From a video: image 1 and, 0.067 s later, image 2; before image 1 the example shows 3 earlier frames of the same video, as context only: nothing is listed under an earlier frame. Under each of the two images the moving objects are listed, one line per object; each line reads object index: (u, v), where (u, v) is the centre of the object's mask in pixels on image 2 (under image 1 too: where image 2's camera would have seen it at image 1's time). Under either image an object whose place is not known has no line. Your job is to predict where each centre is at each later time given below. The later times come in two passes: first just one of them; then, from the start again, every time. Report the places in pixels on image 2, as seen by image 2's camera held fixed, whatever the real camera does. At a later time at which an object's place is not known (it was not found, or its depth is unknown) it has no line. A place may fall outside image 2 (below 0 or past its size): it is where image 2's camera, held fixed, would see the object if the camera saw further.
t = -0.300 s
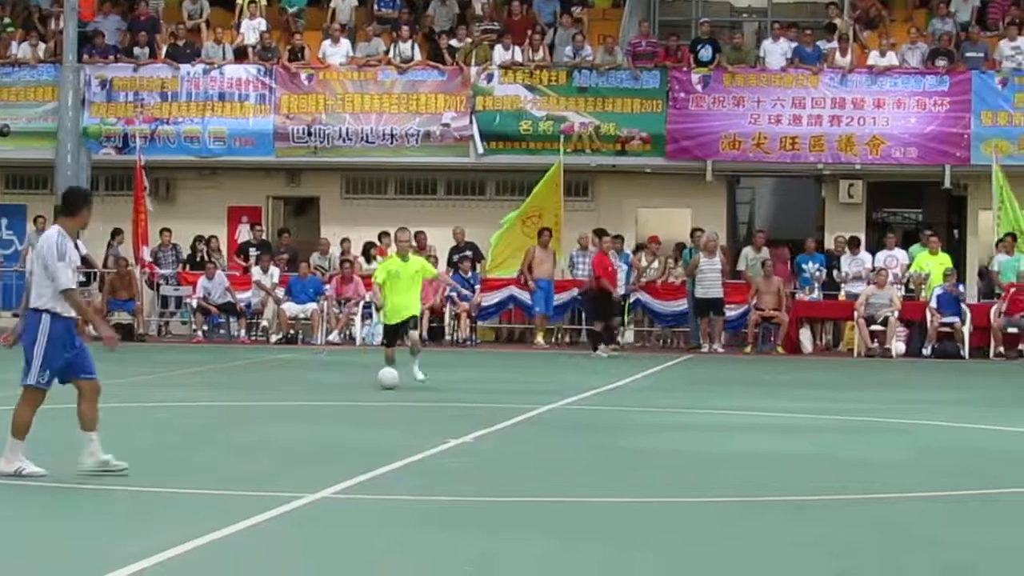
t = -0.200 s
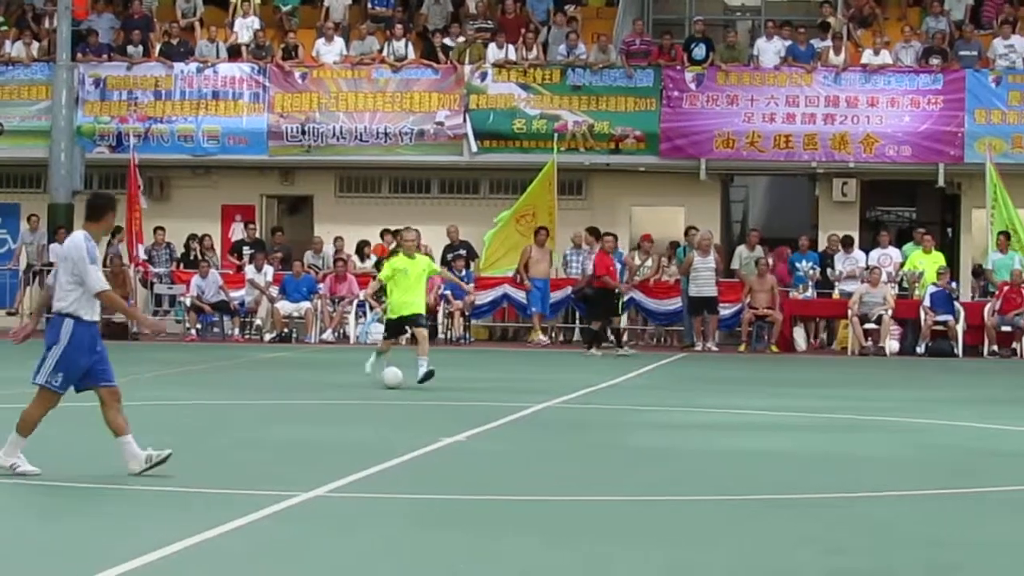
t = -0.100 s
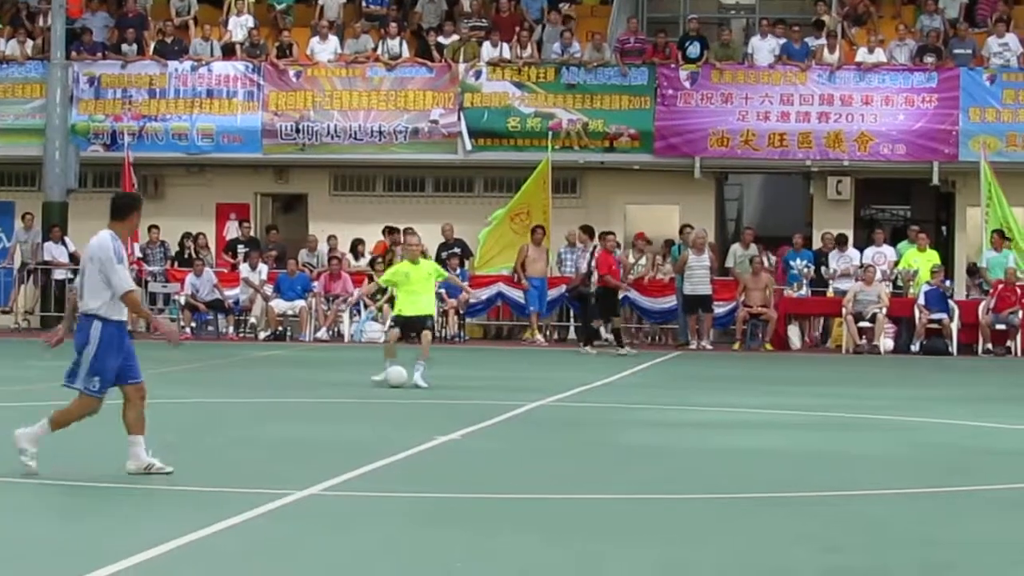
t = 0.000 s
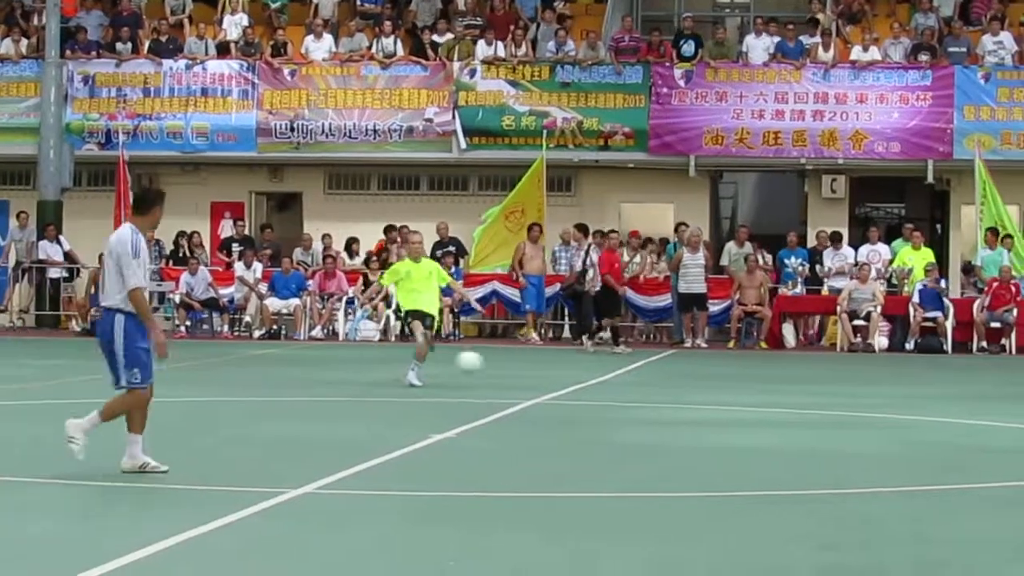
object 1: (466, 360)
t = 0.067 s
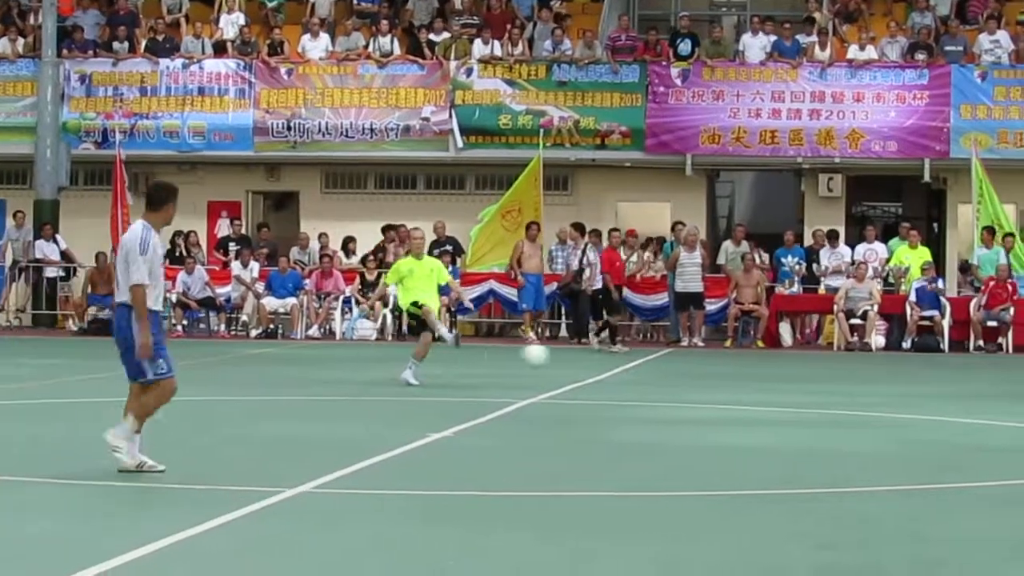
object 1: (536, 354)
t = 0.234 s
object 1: (741, 368)
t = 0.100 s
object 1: (572, 353)
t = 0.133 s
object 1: (612, 354)
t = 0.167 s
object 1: (654, 358)
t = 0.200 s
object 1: (695, 362)
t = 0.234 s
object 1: (741, 368)
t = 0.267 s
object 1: (785, 376)
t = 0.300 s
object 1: (830, 388)
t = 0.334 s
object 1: (879, 401)
